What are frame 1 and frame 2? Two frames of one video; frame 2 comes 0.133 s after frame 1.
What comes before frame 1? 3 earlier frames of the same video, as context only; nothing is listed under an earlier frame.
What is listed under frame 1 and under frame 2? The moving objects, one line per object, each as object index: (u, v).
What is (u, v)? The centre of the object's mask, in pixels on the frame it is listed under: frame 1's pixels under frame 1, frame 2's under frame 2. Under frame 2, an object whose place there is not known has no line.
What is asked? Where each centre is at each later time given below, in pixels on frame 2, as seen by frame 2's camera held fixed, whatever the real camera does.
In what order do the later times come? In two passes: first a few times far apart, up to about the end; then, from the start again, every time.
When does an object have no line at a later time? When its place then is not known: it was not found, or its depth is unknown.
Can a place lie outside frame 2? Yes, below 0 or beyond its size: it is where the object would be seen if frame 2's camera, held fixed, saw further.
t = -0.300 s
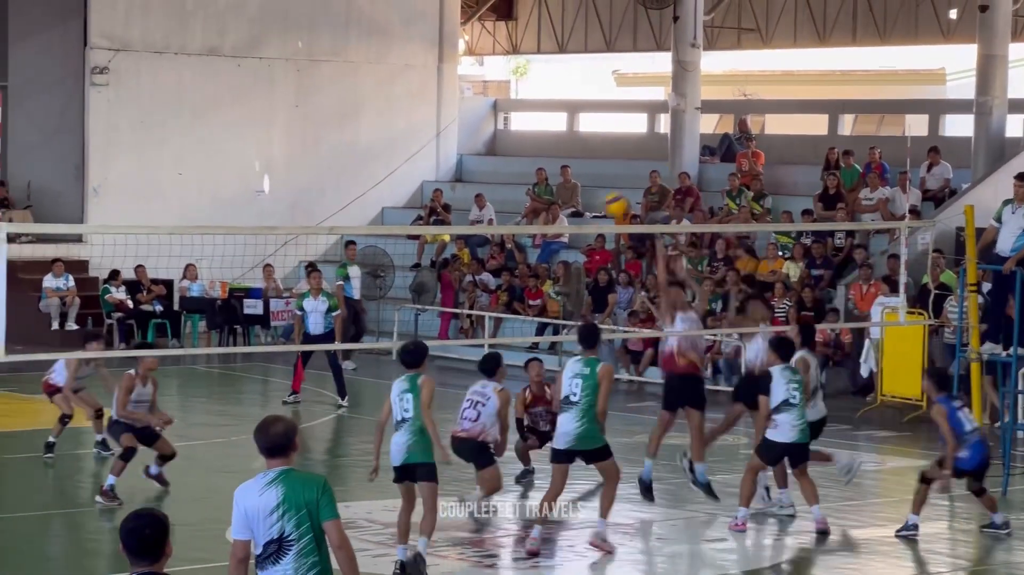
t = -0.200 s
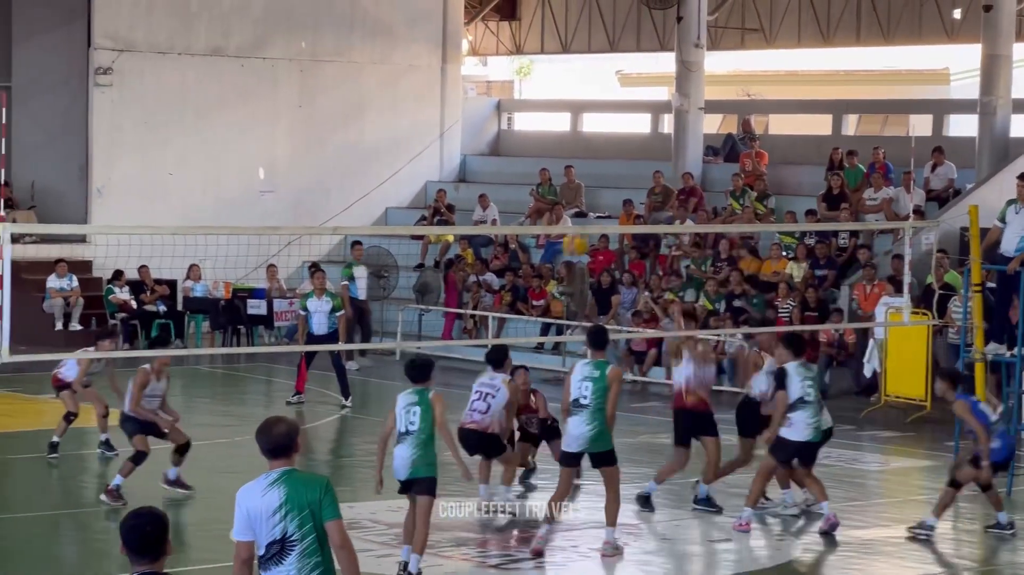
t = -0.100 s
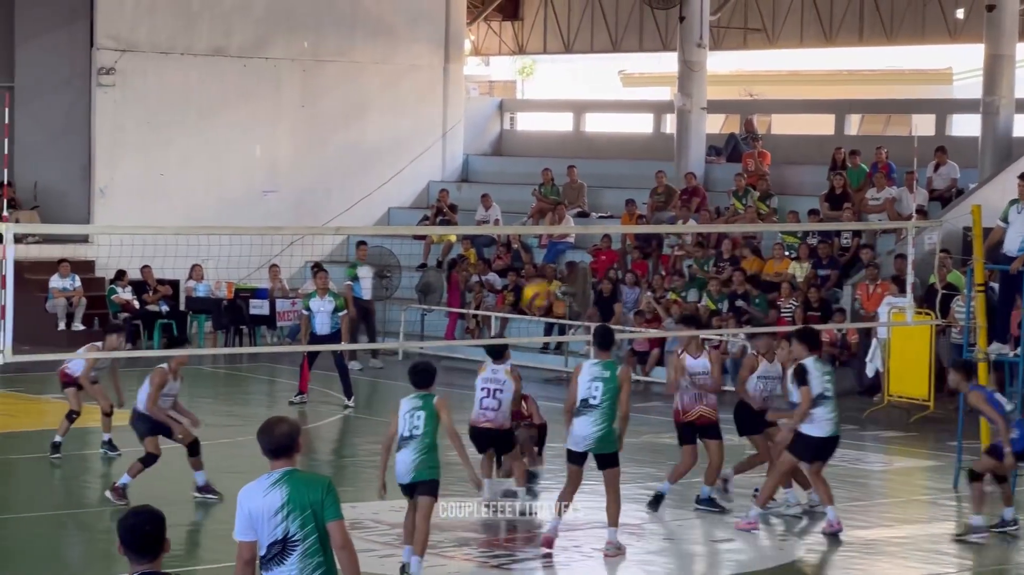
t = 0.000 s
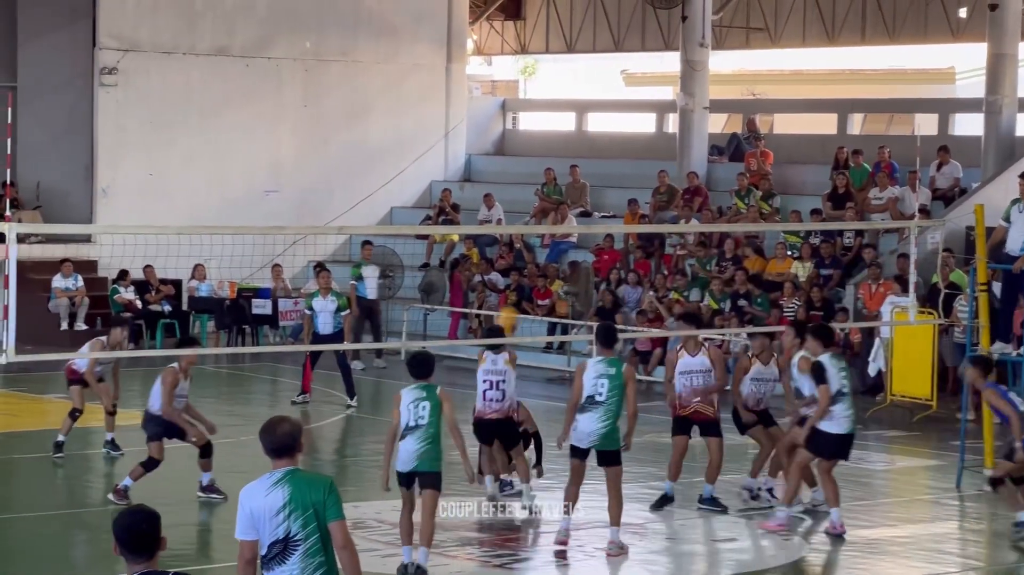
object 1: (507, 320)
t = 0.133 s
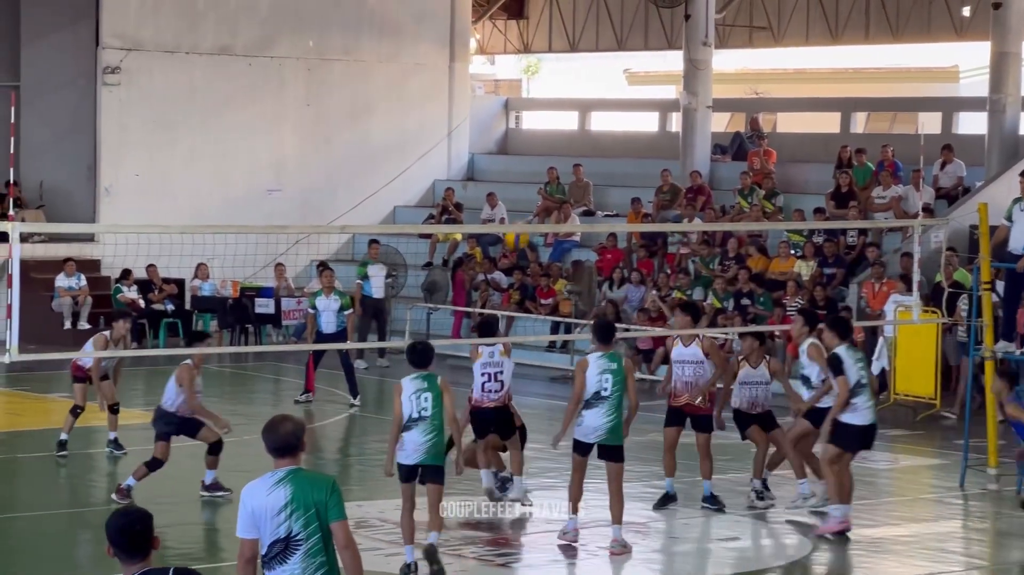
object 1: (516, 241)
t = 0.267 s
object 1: (527, 169)
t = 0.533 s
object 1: (542, 102)
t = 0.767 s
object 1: (554, 112)
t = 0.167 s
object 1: (520, 214)
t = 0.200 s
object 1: (523, 199)
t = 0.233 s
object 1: (524, 183)
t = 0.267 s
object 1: (527, 169)
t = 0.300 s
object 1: (529, 157)
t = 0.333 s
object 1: (531, 145)
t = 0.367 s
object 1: (532, 135)
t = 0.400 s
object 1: (534, 126)
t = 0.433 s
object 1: (537, 117)
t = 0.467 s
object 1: (538, 111)
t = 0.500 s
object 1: (540, 106)
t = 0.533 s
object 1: (542, 102)
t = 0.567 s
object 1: (544, 99)
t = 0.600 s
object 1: (546, 98)
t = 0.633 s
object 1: (547, 98)
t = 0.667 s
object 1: (549, 99)
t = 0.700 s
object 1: (551, 102)
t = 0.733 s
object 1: (552, 106)
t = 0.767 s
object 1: (554, 112)
